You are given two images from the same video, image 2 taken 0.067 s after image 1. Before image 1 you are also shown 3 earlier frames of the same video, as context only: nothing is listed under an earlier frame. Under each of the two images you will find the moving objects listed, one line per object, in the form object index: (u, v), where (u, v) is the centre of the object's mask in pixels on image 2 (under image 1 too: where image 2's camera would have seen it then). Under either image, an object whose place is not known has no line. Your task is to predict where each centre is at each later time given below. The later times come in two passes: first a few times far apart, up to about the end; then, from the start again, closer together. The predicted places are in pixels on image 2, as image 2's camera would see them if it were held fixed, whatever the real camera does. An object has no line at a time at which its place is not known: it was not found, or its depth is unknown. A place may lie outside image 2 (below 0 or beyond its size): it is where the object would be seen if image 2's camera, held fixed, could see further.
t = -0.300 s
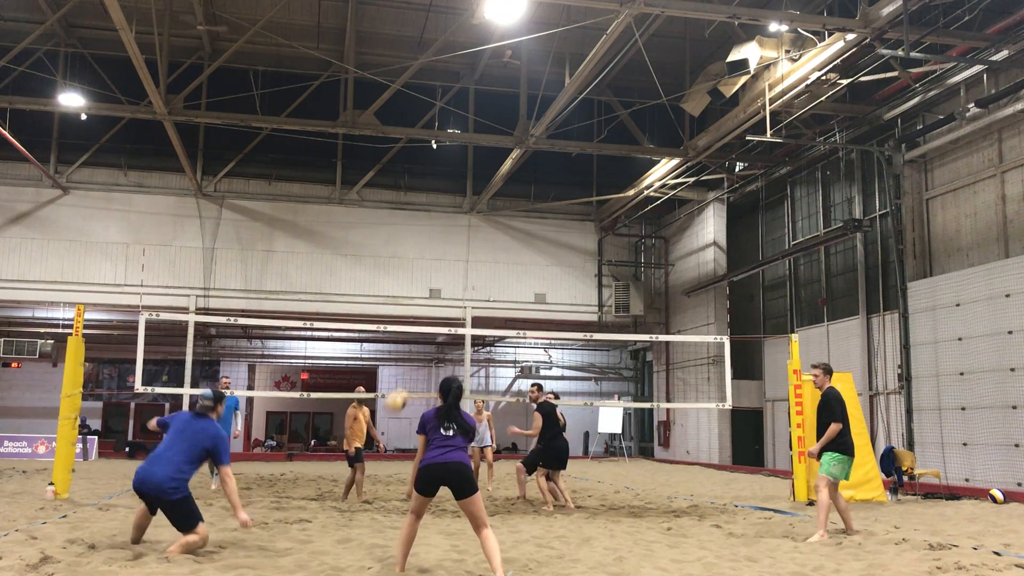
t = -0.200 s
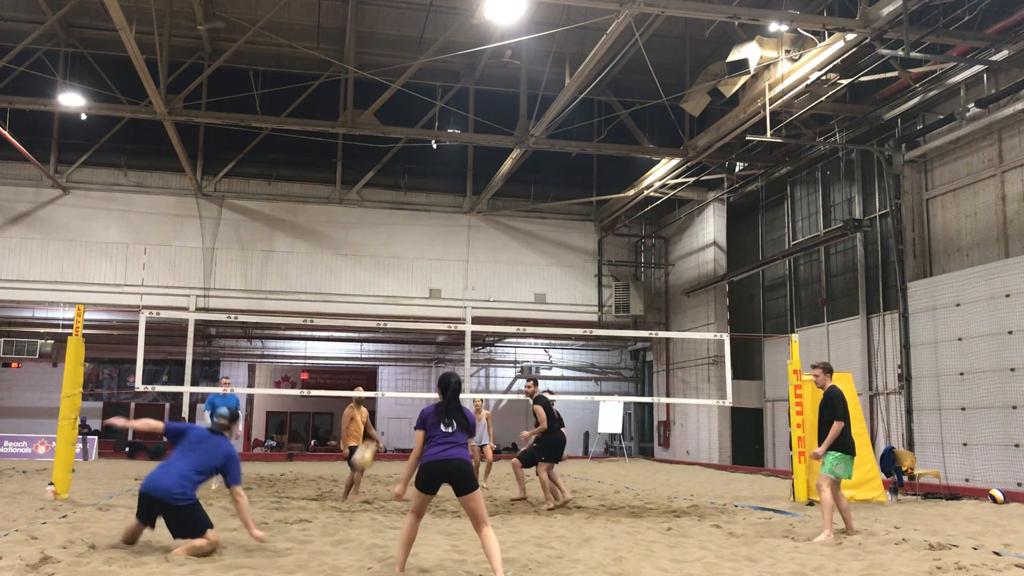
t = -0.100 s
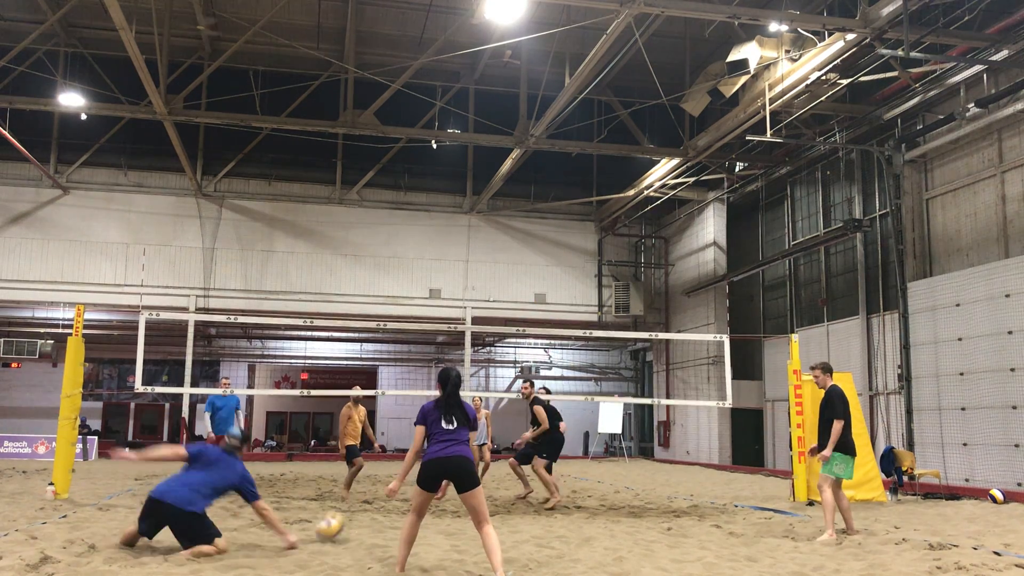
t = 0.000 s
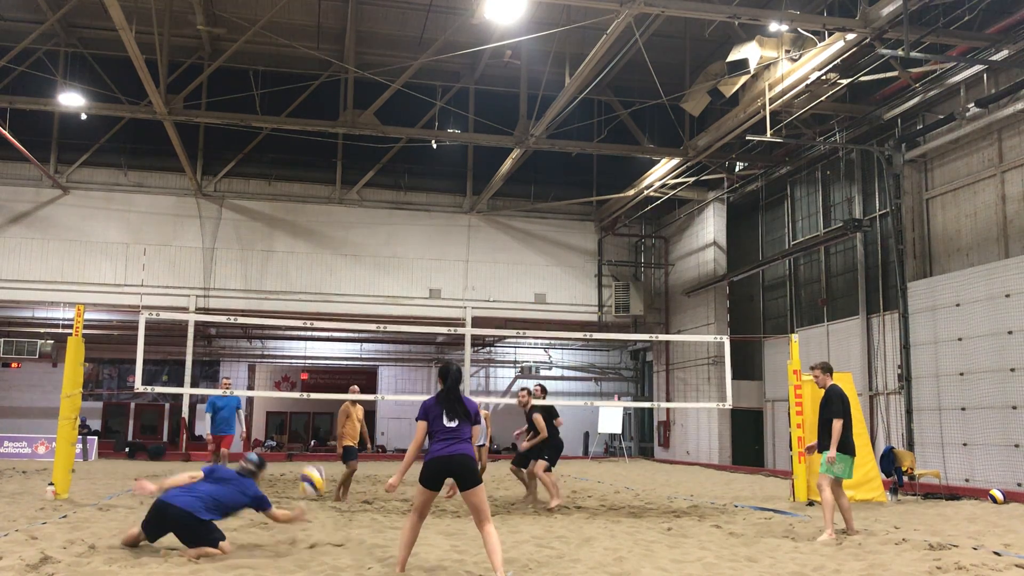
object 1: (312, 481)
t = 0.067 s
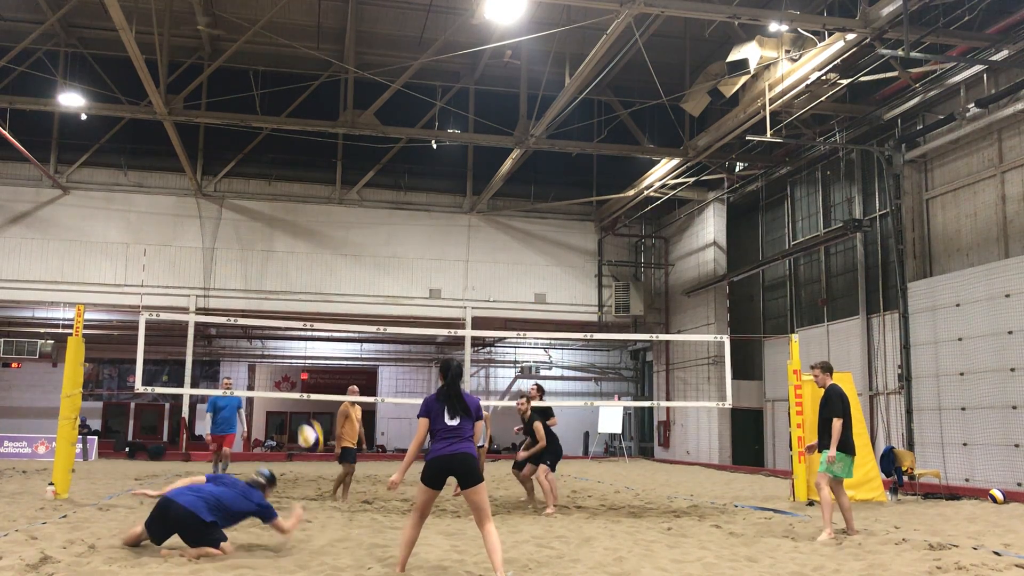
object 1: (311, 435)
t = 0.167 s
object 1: (307, 381)
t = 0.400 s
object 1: (293, 296)
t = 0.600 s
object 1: (278, 272)
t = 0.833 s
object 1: (255, 304)
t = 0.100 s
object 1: (309, 418)
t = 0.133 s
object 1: (308, 399)
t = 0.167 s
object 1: (307, 381)
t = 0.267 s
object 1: (301, 337)
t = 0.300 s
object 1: (300, 325)
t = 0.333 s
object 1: (297, 314)
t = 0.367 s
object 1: (295, 304)
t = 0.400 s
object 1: (293, 296)
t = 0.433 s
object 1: (291, 289)
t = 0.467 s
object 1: (289, 283)
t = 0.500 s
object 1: (285, 278)
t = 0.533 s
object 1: (283, 275)
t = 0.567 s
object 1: (280, 272)
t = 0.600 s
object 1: (278, 272)
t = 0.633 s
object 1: (275, 272)
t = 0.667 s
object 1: (272, 274)
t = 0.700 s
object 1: (269, 277)
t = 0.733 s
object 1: (266, 281)
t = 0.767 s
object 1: (263, 288)
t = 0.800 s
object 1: (259, 296)
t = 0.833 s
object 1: (255, 304)
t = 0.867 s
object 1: (252, 316)
